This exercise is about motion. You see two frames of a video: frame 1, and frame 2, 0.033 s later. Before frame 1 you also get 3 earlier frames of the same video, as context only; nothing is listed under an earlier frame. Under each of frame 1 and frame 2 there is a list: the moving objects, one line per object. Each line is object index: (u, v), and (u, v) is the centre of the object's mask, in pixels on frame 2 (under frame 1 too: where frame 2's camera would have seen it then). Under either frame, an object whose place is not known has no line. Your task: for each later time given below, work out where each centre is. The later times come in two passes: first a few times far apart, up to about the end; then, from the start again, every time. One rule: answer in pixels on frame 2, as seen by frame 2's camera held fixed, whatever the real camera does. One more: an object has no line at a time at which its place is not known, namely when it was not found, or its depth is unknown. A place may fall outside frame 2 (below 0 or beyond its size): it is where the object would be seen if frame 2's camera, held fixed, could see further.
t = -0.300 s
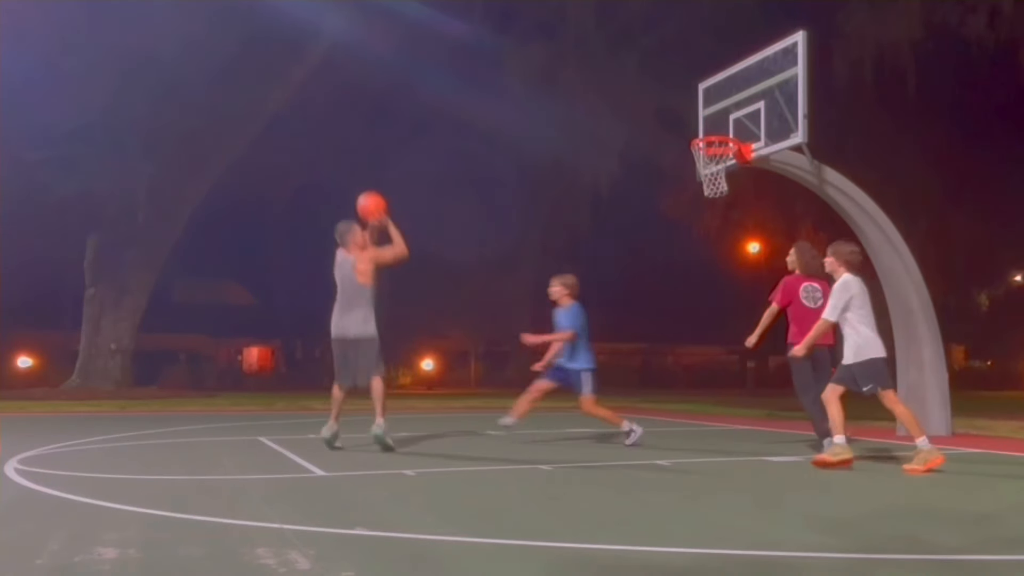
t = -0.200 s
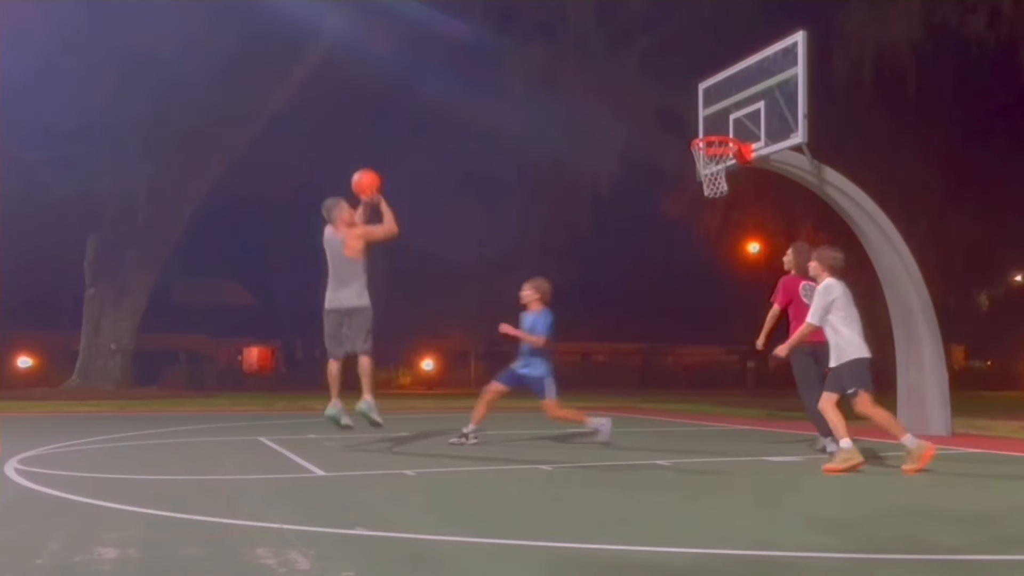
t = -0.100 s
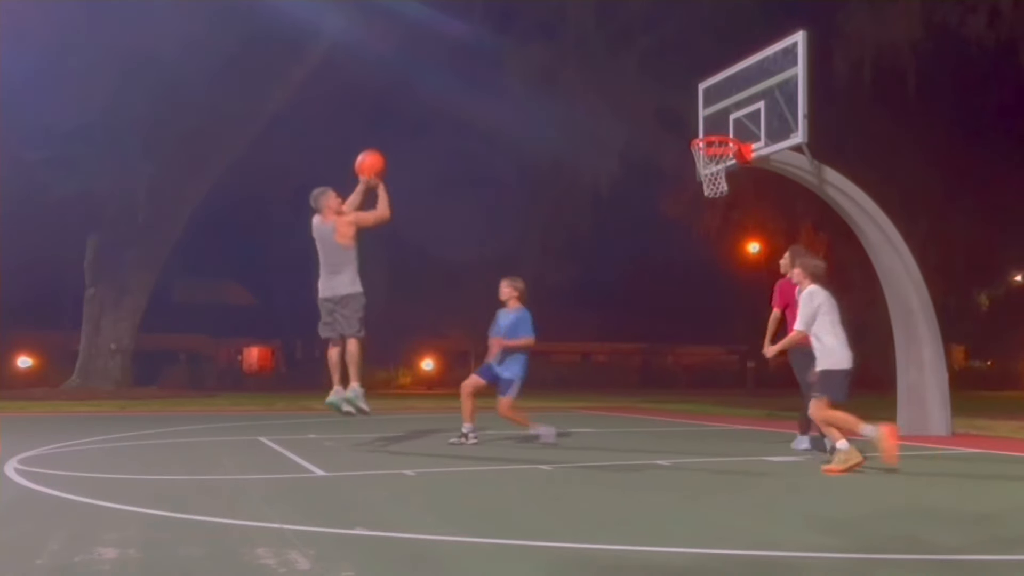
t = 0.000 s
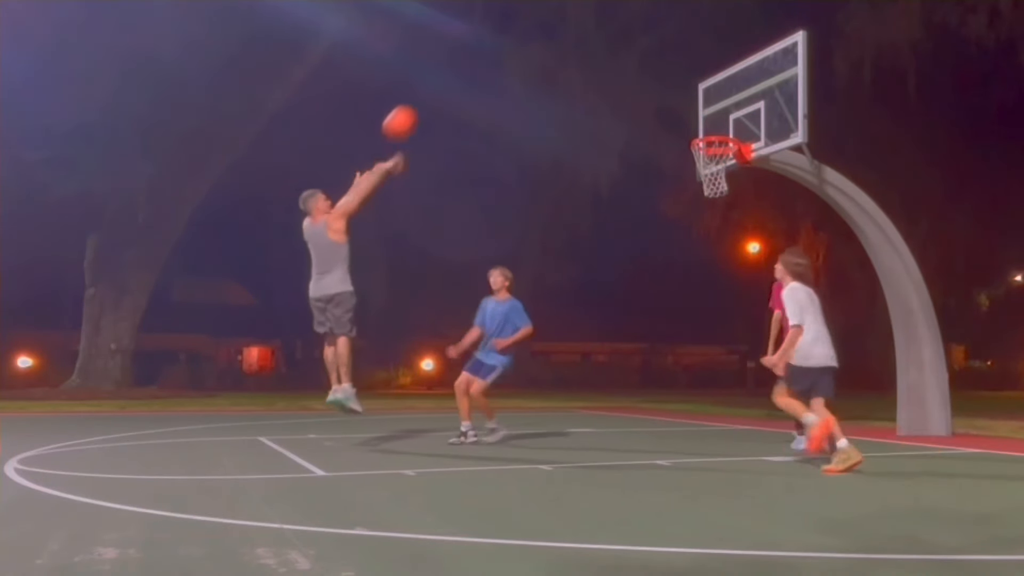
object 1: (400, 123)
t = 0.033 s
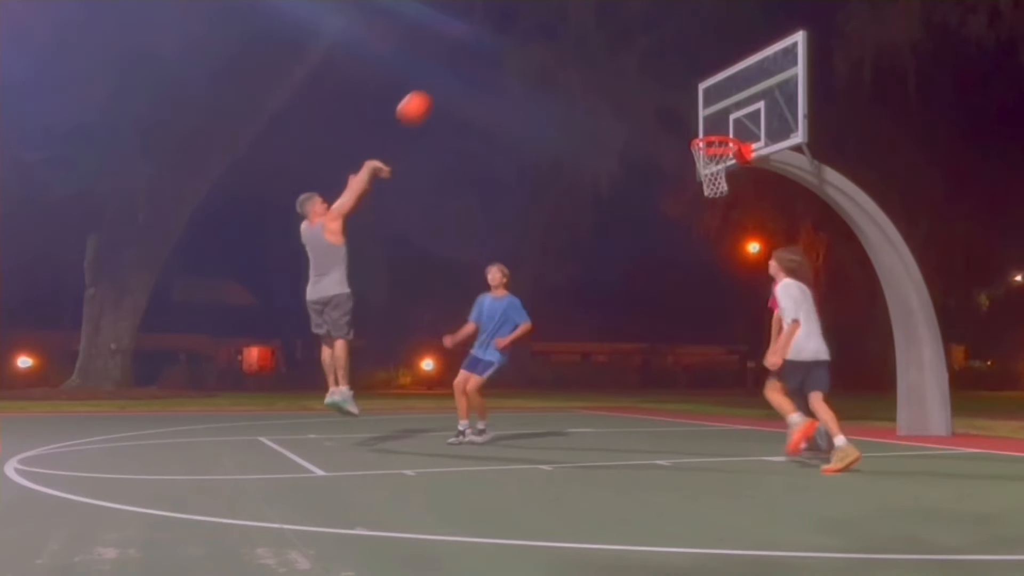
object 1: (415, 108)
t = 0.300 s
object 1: (518, 37)
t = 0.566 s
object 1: (608, 44)
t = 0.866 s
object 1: (698, 128)
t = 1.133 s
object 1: (747, 203)
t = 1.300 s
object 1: (768, 262)
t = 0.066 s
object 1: (428, 95)
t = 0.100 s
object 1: (441, 82)
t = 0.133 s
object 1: (455, 71)
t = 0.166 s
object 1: (468, 62)
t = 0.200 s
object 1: (481, 54)
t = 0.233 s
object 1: (493, 47)
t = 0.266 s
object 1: (505, 41)
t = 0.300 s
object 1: (518, 37)
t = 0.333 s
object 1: (529, 34)
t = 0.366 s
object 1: (541, 32)
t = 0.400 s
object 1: (553, 31)
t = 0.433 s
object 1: (564, 32)
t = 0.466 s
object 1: (576, 33)
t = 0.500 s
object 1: (587, 36)
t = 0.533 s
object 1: (597, 40)
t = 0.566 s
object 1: (608, 44)
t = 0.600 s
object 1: (619, 50)
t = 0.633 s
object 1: (630, 57)
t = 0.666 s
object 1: (640, 65)
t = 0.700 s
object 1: (651, 73)
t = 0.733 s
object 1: (660, 83)
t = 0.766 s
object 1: (670, 93)
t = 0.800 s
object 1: (680, 105)
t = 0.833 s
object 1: (688, 117)
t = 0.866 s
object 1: (698, 128)
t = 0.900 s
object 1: (711, 141)
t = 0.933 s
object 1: (717, 156)
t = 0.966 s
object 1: (730, 169)
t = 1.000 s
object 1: (733, 177)
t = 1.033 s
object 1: (735, 183)
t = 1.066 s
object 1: (739, 188)
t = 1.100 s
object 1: (743, 195)
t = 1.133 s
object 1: (747, 203)
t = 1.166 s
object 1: (751, 212)
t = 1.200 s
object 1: (755, 222)
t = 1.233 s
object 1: (759, 233)
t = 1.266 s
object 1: (766, 245)
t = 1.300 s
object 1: (768, 262)
